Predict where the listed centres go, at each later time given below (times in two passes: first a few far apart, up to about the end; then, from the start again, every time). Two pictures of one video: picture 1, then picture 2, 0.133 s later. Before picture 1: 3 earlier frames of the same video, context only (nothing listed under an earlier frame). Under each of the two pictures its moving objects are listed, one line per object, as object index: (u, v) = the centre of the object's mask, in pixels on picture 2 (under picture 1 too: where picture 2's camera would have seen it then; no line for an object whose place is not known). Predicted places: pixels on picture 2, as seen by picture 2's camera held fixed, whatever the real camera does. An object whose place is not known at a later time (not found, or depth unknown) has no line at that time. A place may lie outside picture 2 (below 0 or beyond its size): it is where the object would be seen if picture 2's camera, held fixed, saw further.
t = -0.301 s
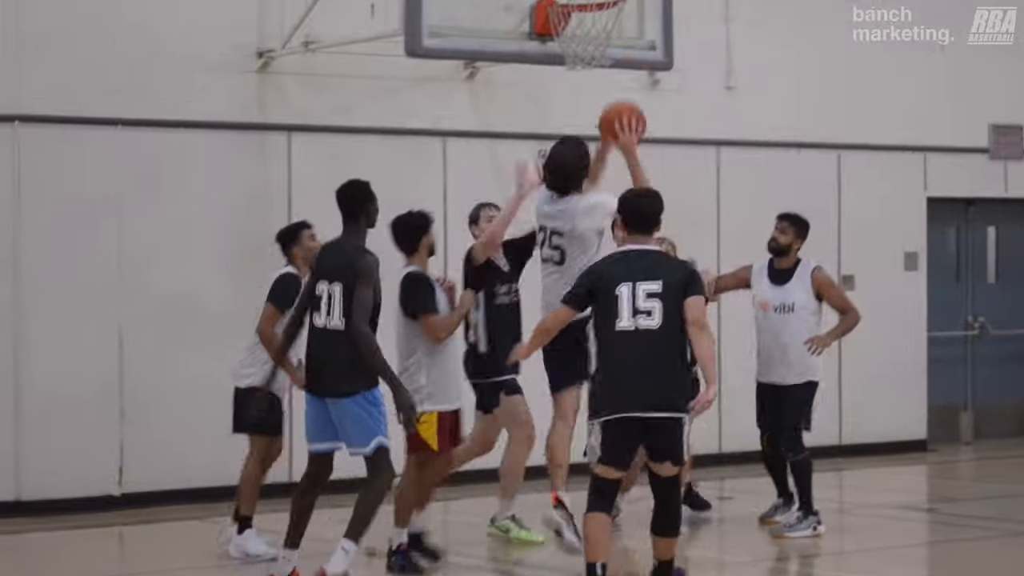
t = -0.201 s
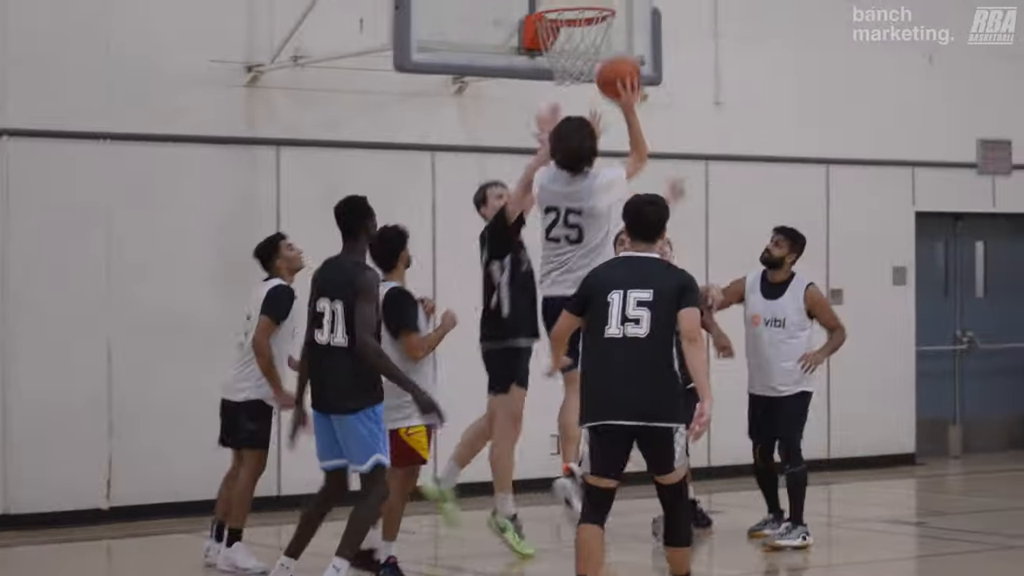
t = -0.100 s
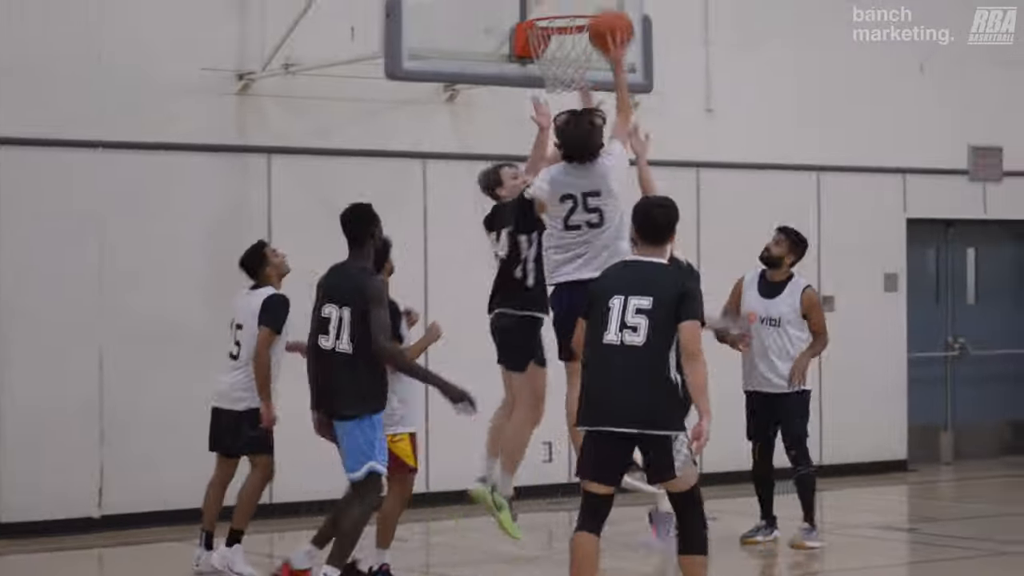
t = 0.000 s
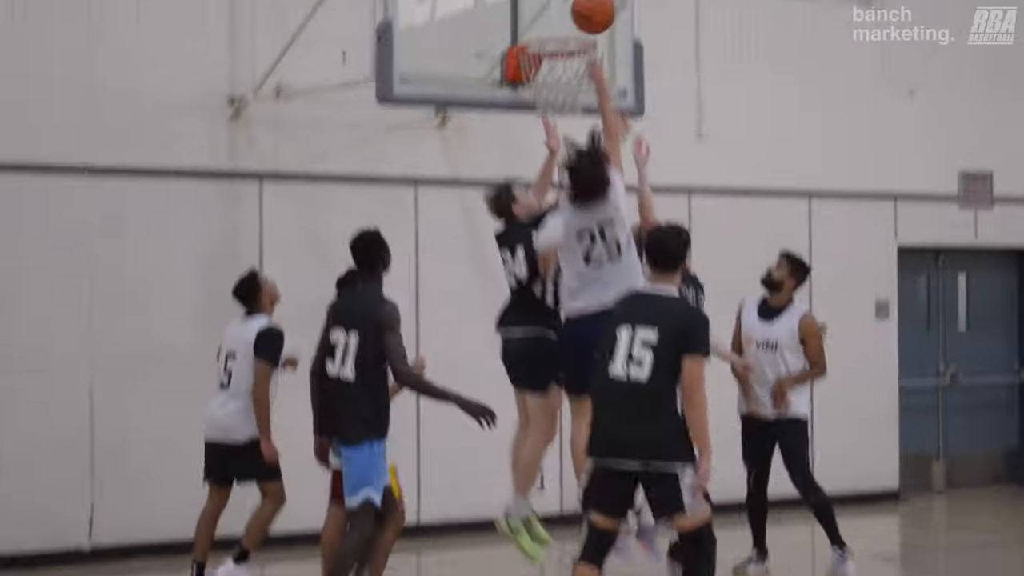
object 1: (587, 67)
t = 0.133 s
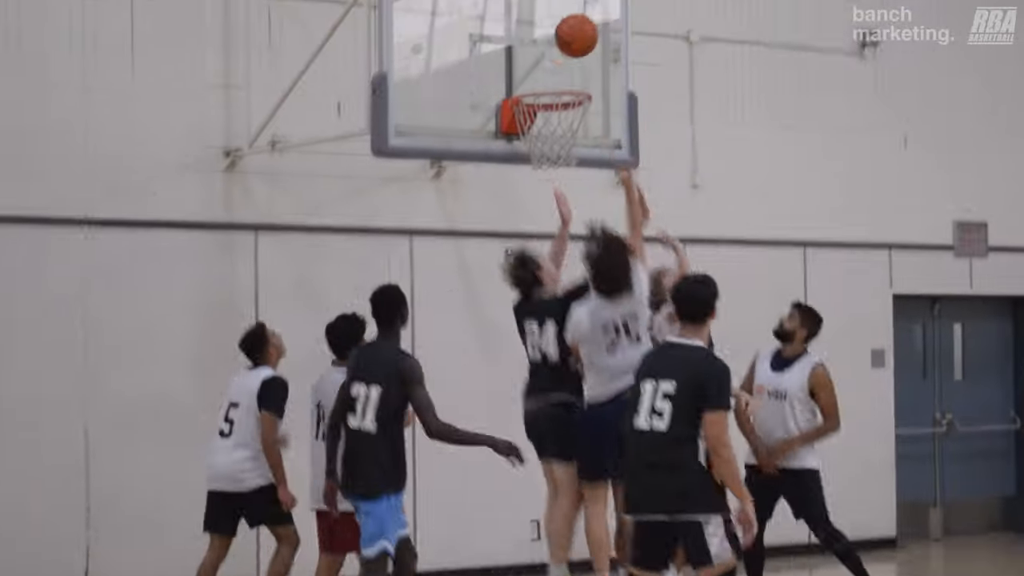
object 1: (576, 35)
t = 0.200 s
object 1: (571, 34)
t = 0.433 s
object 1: (555, 89)
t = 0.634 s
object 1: (554, 166)
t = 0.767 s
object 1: (557, 216)
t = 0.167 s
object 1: (574, 34)
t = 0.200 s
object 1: (571, 34)
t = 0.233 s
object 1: (569, 36)
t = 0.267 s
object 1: (567, 40)
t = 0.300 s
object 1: (564, 46)
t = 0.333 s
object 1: (562, 54)
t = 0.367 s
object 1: (559, 64)
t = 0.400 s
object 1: (557, 74)
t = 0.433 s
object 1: (555, 89)
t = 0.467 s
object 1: (552, 102)
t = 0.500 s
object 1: (550, 118)
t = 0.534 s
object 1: (550, 131)
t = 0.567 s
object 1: (554, 141)
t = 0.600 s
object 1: (553, 151)
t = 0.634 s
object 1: (554, 166)
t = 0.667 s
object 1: (555, 173)
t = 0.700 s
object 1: (555, 185)
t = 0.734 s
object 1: (556, 200)
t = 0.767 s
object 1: (557, 216)
